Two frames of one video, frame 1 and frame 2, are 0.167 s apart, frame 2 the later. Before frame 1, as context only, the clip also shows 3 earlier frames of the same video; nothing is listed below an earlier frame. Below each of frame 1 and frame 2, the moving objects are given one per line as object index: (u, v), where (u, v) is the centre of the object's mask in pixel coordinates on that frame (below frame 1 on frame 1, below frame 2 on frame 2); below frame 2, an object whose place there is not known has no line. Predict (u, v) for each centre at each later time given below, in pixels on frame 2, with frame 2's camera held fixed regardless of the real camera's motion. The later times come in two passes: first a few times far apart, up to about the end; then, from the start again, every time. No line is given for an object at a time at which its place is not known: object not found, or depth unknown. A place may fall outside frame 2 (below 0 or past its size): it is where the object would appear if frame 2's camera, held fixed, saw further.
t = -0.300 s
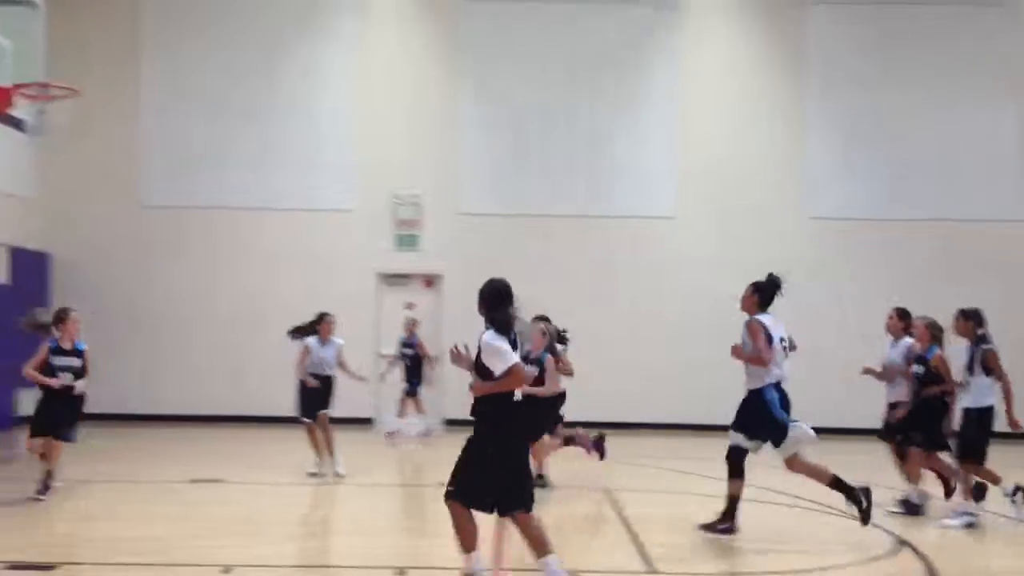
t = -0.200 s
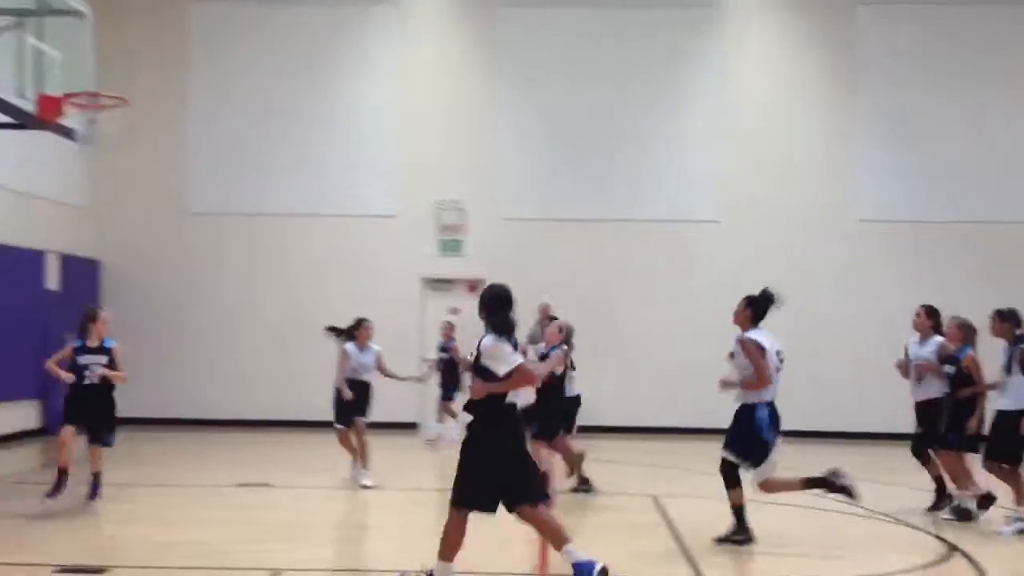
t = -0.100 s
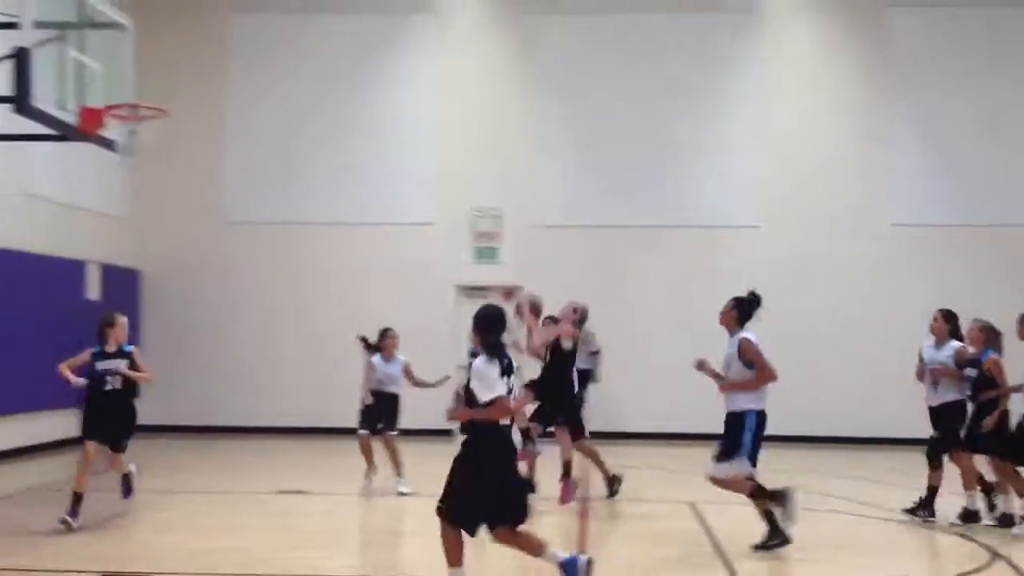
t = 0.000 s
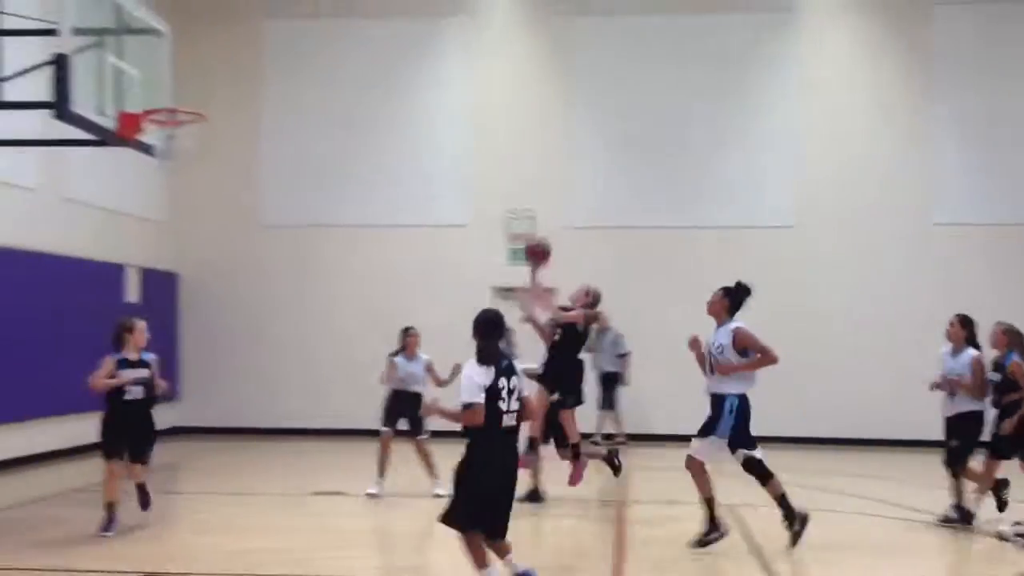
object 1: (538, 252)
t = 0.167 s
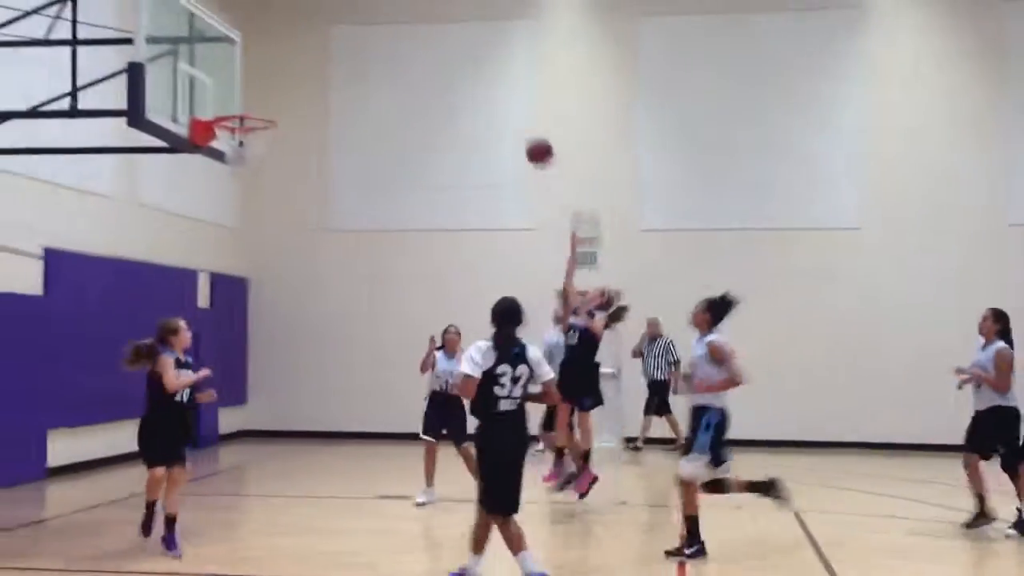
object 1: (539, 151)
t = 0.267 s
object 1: (504, 105)
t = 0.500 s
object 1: (412, 41)
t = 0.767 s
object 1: (310, 46)
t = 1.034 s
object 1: (223, 100)
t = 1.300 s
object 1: (283, 82)
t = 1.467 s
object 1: (320, 117)
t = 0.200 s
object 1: (528, 135)
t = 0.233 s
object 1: (515, 119)
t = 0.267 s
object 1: (504, 105)
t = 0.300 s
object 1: (490, 93)
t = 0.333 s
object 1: (477, 82)
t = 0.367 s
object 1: (464, 72)
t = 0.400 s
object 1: (451, 62)
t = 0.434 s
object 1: (439, 54)
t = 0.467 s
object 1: (426, 47)
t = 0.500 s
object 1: (412, 41)
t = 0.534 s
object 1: (400, 37)
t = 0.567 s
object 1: (387, 34)
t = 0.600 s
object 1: (374, 33)
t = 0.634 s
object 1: (360, 32)
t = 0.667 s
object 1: (347, 34)
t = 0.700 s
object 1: (334, 37)
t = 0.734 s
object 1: (322, 41)
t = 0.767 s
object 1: (310, 46)
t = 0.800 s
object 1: (297, 53)
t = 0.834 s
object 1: (283, 60)
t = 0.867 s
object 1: (270, 71)
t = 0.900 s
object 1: (256, 83)
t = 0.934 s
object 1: (245, 93)
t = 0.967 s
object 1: (231, 106)
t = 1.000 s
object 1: (218, 107)
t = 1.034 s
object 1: (223, 100)
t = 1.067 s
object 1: (231, 93)
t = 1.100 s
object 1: (237, 87)
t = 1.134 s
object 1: (244, 82)
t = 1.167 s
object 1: (252, 81)
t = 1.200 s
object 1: (261, 79)
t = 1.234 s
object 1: (267, 78)
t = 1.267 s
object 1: (275, 79)
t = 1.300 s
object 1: (283, 82)
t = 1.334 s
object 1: (290, 85)
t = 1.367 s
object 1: (306, 91)
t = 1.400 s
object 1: (313, 100)
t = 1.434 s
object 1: (312, 107)
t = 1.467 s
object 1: (320, 117)
